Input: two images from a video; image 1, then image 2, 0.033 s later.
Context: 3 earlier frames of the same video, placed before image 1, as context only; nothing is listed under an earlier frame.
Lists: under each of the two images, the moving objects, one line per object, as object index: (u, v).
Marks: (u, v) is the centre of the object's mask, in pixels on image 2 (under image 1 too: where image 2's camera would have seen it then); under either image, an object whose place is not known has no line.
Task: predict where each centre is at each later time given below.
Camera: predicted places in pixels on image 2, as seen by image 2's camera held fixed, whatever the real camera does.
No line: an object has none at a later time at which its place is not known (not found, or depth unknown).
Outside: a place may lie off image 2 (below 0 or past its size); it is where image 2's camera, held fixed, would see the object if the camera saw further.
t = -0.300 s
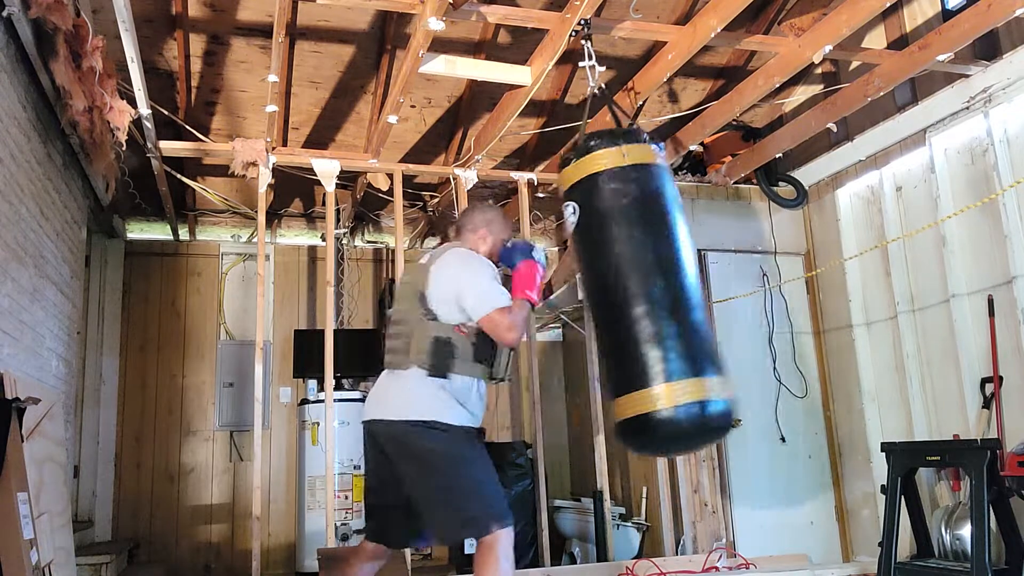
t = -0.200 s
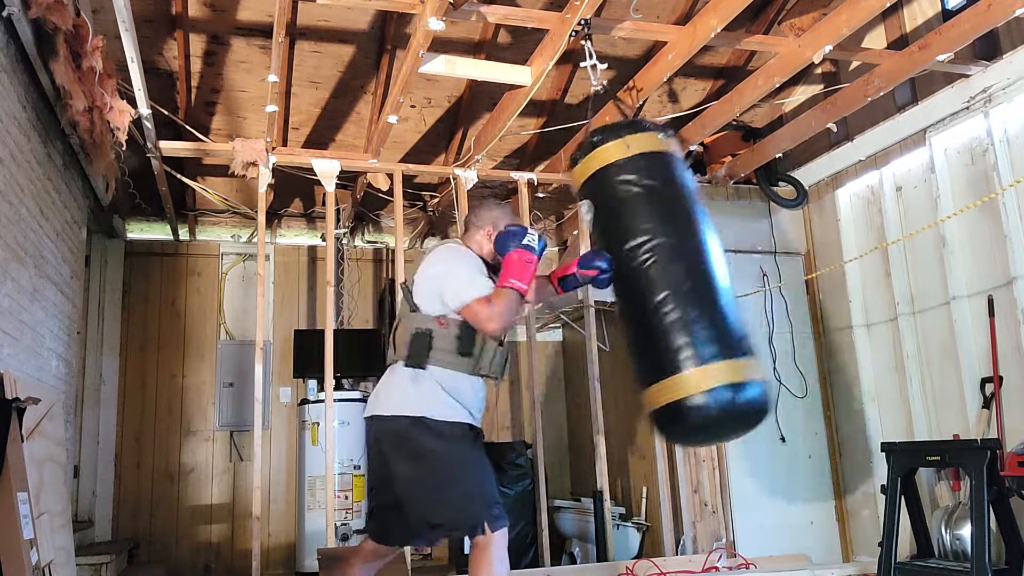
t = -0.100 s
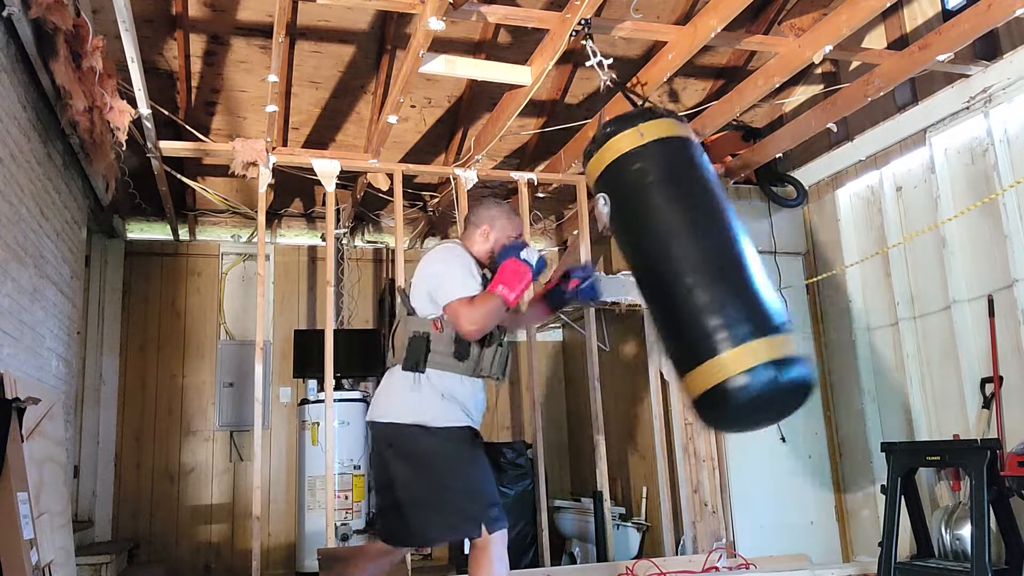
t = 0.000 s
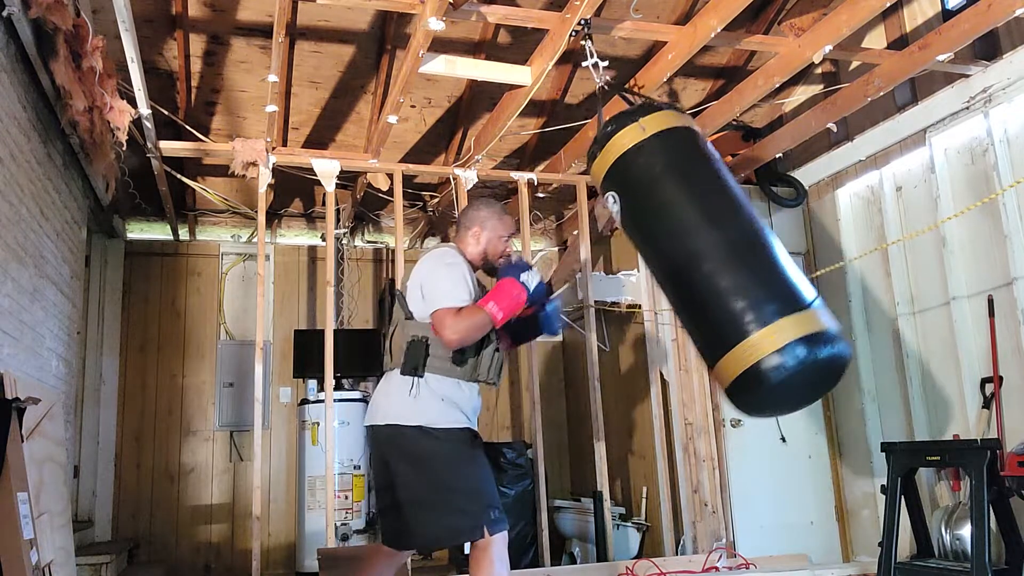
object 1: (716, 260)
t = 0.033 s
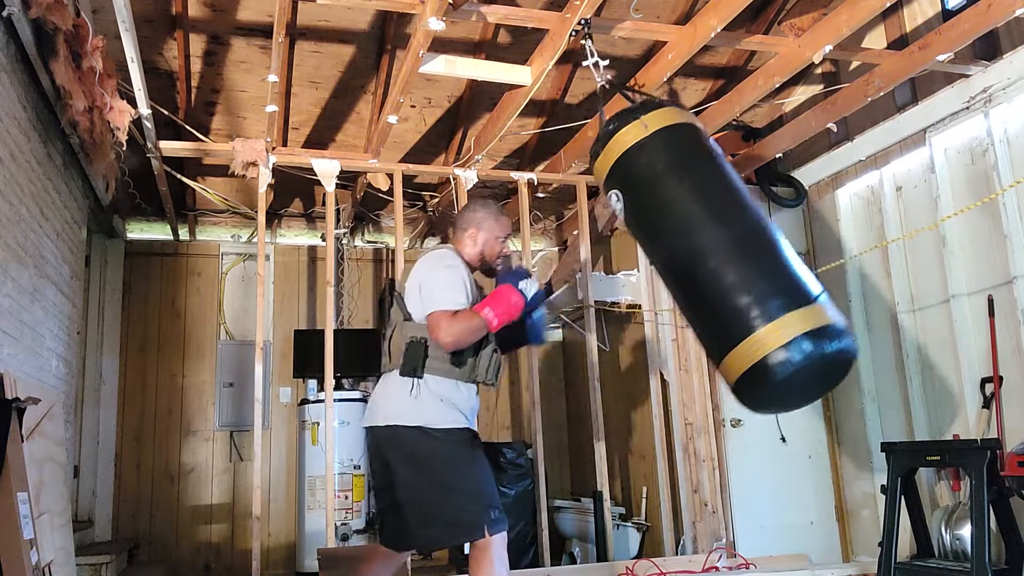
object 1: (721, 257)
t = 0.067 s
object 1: (725, 255)
